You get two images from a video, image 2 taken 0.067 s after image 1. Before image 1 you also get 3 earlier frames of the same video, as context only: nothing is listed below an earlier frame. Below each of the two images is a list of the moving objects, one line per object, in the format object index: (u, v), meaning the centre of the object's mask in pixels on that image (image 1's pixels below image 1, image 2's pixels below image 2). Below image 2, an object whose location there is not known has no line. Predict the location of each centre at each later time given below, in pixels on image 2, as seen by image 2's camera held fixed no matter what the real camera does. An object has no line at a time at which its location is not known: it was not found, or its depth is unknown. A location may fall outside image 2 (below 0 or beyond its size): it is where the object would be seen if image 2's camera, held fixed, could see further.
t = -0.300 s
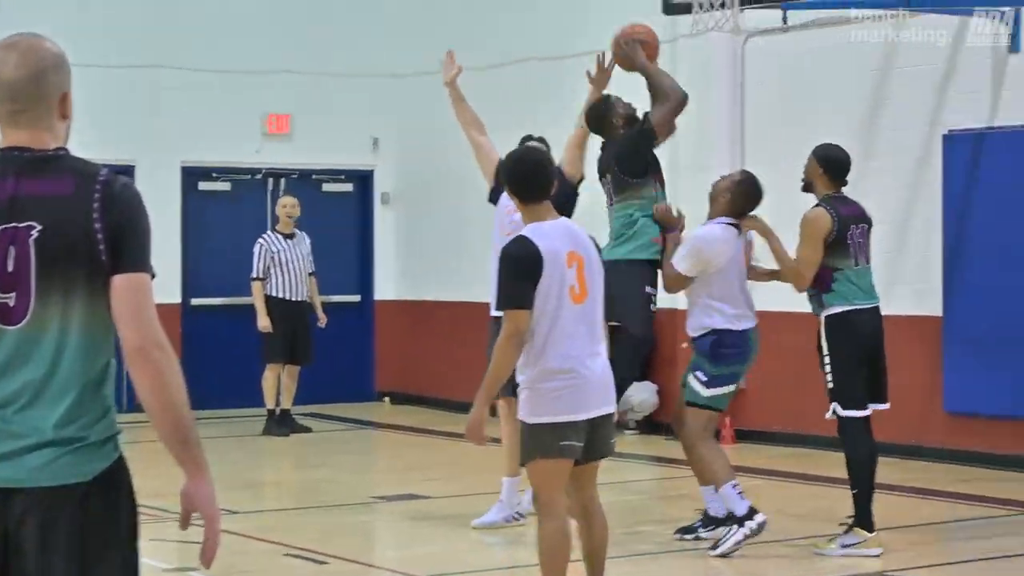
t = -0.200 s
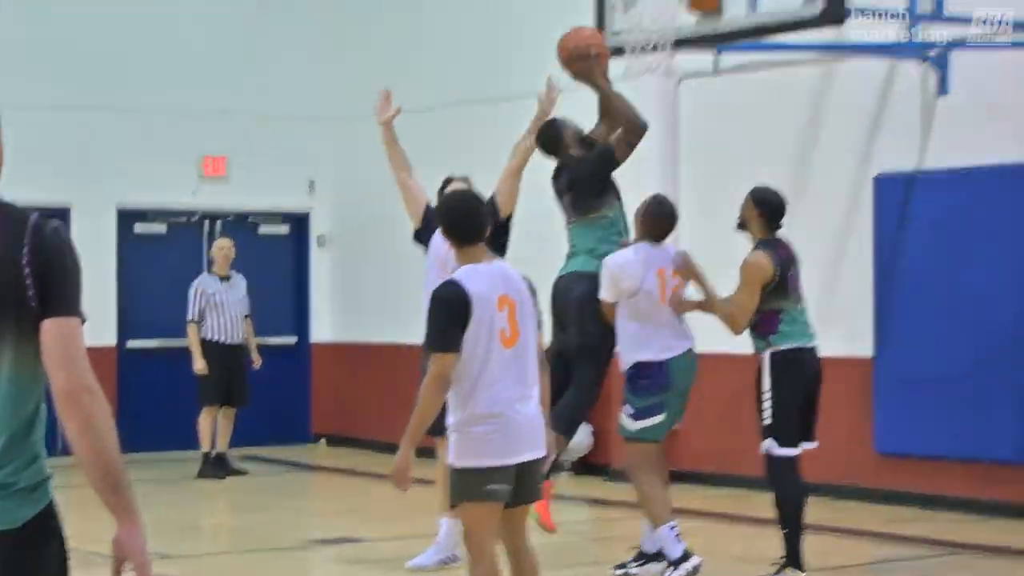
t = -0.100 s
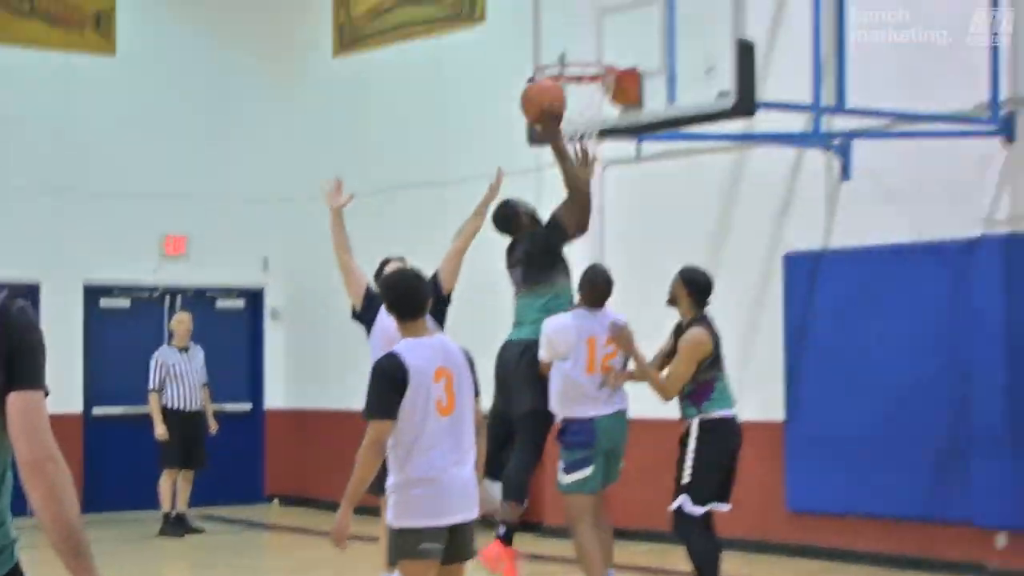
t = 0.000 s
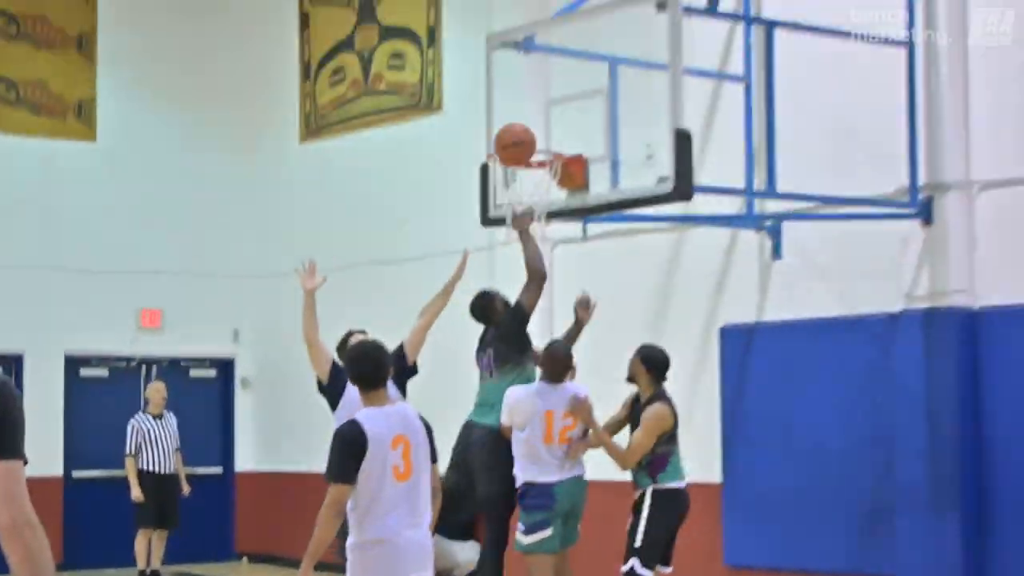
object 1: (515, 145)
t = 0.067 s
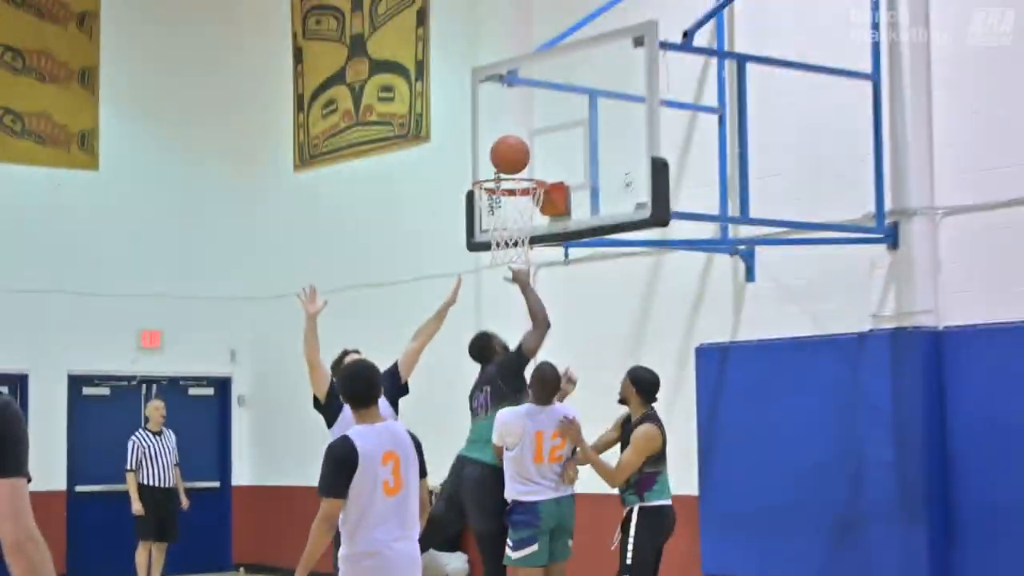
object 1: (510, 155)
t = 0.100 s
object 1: (515, 149)
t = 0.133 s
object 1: (520, 145)
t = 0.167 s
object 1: (525, 143)
